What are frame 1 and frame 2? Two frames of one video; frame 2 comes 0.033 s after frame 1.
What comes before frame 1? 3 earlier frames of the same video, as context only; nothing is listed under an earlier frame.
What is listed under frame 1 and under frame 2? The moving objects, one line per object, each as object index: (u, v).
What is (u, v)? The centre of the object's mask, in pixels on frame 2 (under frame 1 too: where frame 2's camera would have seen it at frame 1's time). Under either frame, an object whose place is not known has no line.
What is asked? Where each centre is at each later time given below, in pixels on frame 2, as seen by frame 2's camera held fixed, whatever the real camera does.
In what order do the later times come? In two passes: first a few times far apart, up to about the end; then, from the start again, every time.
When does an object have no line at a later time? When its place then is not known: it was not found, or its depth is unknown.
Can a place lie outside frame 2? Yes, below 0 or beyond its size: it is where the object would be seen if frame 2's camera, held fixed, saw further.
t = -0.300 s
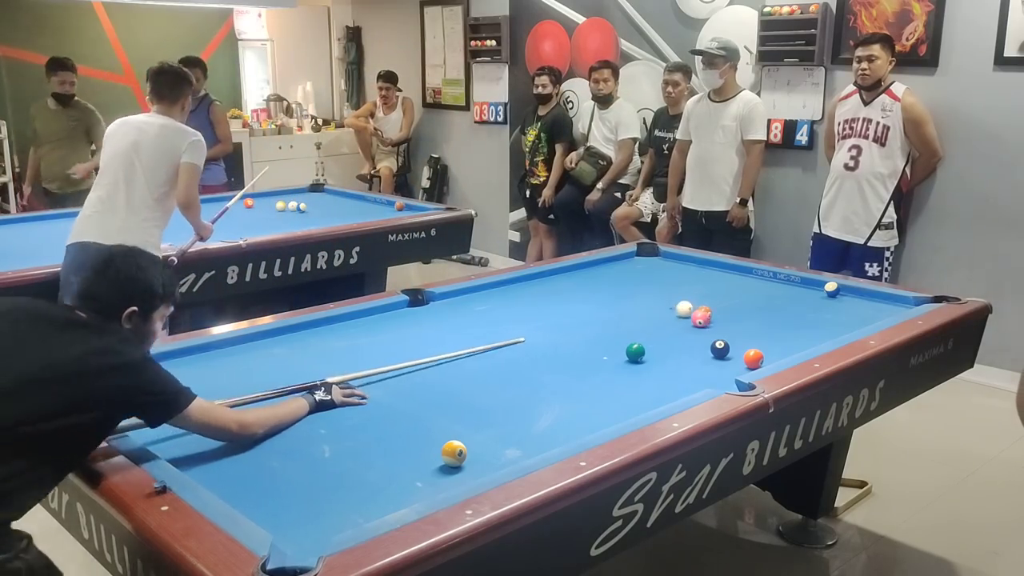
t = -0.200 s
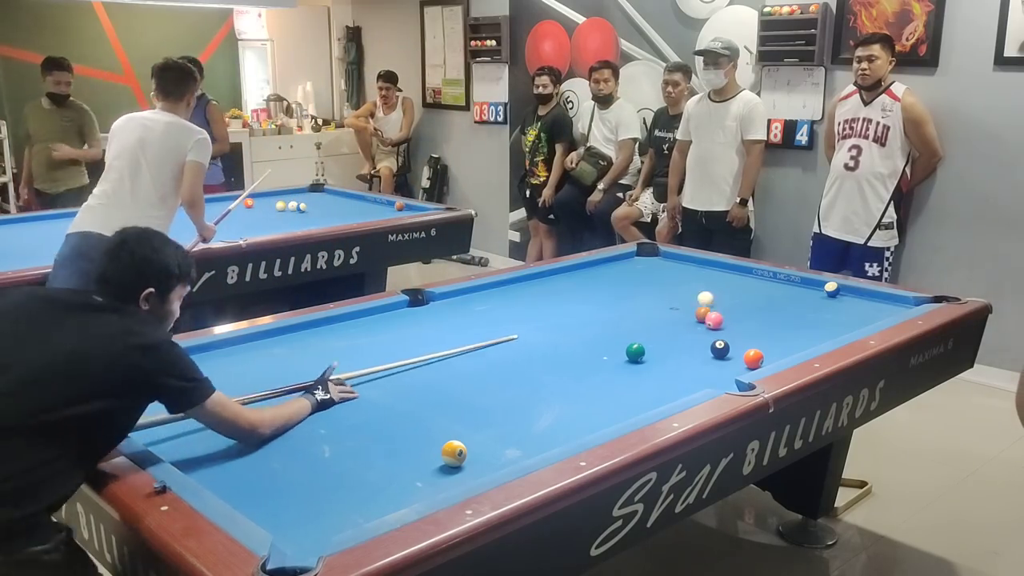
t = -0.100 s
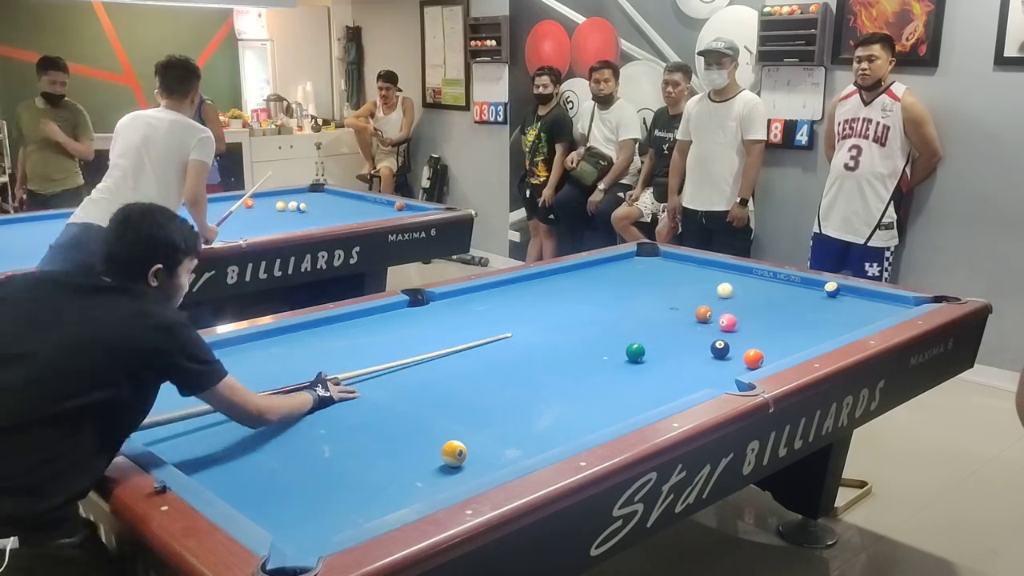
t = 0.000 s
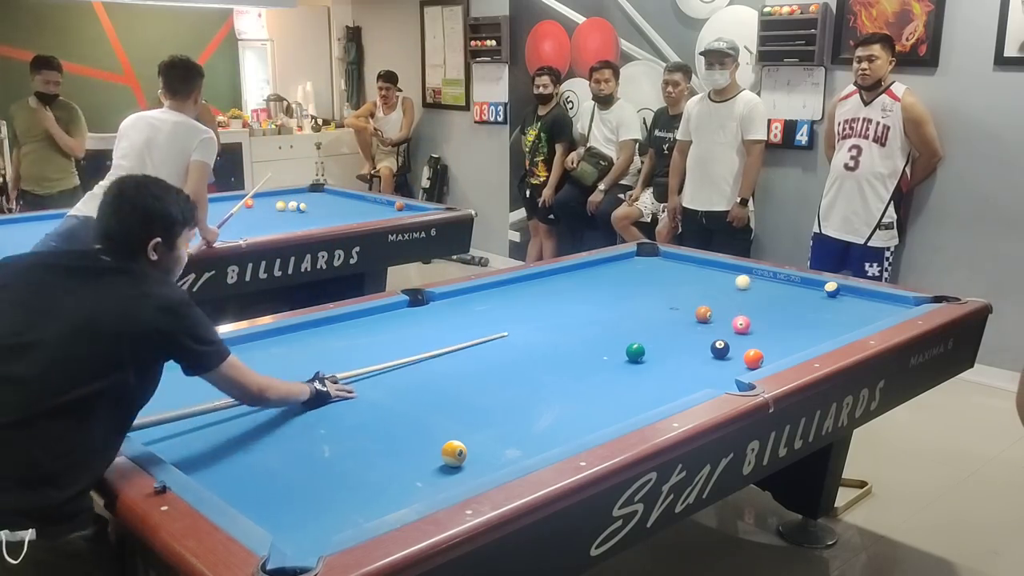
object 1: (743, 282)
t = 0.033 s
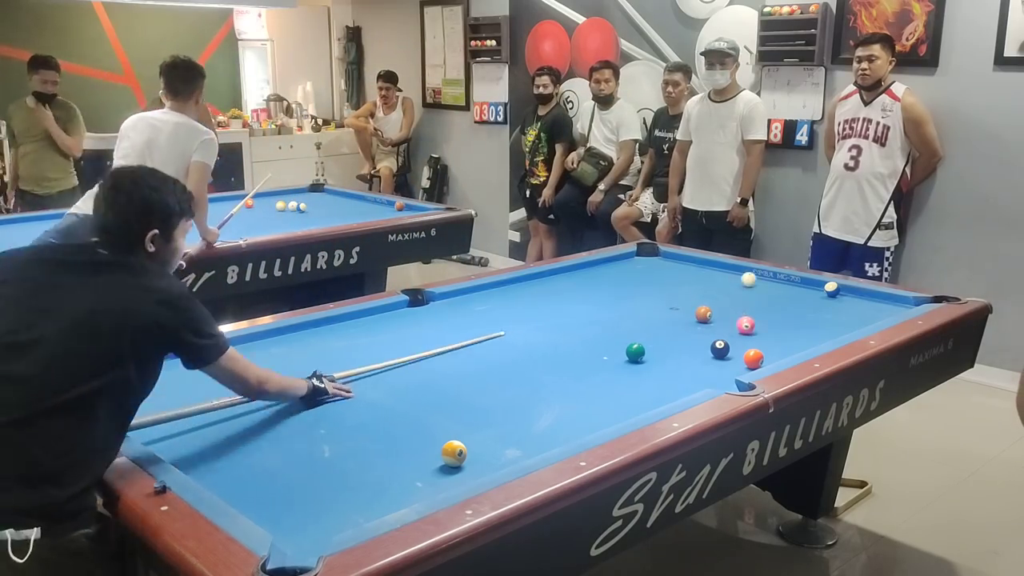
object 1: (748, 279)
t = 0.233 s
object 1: (733, 274)
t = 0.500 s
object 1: (668, 276)
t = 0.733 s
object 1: (612, 277)
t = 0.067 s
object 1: (754, 277)
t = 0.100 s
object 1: (760, 274)
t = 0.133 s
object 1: (760, 273)
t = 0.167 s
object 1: (751, 273)
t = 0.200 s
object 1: (741, 274)
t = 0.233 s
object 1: (733, 274)
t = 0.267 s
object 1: (725, 274)
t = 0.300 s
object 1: (717, 274)
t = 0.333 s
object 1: (709, 275)
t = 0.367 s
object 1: (700, 275)
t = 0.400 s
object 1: (693, 275)
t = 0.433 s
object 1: (685, 275)
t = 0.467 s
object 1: (676, 276)
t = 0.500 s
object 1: (668, 276)
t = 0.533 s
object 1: (660, 276)
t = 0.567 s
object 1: (652, 276)
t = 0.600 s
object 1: (644, 277)
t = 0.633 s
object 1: (636, 277)
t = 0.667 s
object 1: (628, 277)
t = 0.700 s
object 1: (620, 278)
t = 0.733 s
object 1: (612, 277)
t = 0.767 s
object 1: (604, 278)
